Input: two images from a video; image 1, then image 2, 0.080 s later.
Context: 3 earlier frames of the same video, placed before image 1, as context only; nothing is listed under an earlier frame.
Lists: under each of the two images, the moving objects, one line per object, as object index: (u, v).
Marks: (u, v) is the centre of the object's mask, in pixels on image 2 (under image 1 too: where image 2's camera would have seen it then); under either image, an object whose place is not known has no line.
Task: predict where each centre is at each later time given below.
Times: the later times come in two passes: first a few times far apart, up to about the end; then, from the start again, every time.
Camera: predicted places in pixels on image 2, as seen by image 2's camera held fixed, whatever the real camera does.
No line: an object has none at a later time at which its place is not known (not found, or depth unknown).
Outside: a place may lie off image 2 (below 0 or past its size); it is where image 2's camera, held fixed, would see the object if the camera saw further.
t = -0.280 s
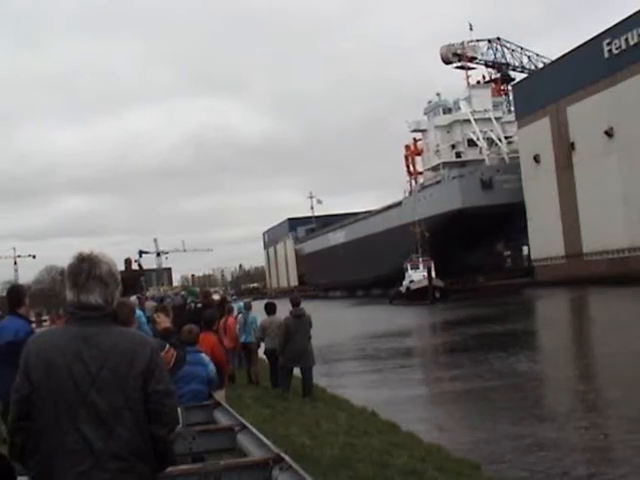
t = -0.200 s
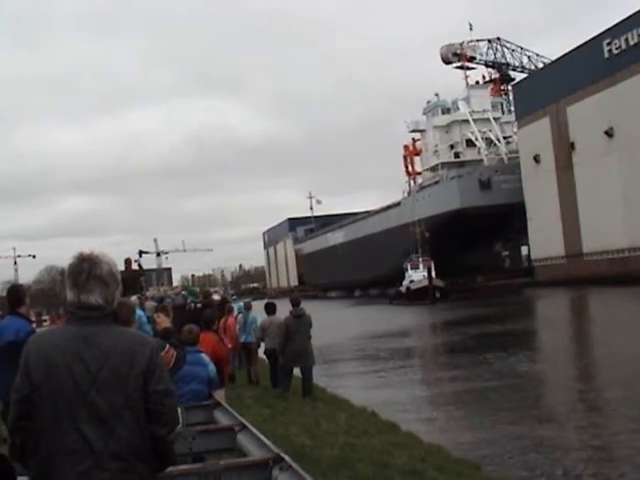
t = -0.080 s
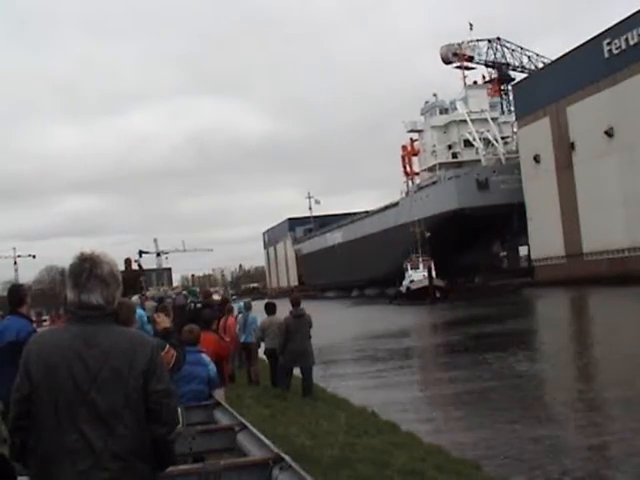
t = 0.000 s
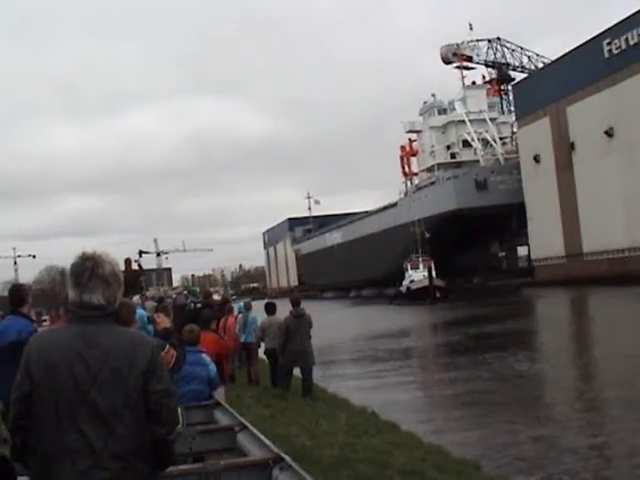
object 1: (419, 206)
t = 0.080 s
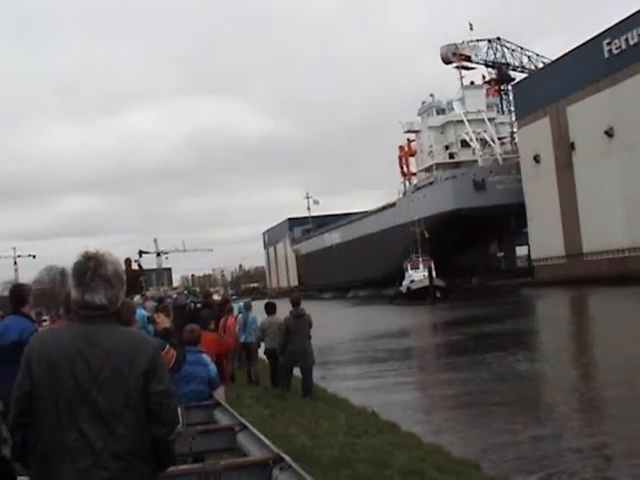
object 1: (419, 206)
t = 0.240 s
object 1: (417, 206)
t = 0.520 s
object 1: (414, 206)
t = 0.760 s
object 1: (412, 206)
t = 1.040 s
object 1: (409, 206)
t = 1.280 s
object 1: (404, 207)
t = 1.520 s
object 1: (400, 208)
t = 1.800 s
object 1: (395, 208)
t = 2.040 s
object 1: (390, 209)
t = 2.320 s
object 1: (385, 208)
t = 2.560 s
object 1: (379, 208)
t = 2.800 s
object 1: (374, 209)
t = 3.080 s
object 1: (369, 210)
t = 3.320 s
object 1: (365, 212)
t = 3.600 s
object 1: (361, 213)
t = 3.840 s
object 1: (356, 214)
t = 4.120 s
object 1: (352, 217)
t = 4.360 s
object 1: (350, 219)
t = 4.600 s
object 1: (347, 221)
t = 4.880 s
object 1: (345, 223)
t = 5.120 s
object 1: (344, 223)
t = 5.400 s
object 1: (344, 224)
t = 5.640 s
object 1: (343, 225)
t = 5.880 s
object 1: (344, 225)
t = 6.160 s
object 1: (346, 226)
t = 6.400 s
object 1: (346, 227)
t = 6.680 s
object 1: (348, 226)
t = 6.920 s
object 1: (350, 226)
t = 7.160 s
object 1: (351, 225)
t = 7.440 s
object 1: (355, 224)
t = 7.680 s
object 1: (355, 225)
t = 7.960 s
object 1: (358, 224)
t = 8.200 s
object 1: (359, 224)
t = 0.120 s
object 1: (418, 206)
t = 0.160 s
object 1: (418, 206)
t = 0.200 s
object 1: (417, 206)
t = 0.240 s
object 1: (417, 206)
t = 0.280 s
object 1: (416, 206)
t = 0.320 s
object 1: (416, 206)
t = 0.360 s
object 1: (415, 206)
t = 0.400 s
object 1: (415, 206)
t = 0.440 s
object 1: (415, 206)
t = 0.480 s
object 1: (414, 206)
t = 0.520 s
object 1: (414, 206)
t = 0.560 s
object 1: (414, 206)
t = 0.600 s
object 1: (413, 206)
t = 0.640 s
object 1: (413, 206)
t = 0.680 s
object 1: (413, 206)
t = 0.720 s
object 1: (412, 206)
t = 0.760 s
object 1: (412, 206)
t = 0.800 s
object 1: (412, 205)
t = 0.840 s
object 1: (411, 206)
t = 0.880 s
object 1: (411, 206)
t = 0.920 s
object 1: (410, 206)
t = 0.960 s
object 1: (409, 206)
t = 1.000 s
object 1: (409, 206)
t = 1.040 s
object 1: (409, 206)
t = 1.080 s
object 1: (408, 206)
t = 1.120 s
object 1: (408, 206)
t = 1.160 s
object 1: (407, 206)
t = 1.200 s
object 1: (405, 207)
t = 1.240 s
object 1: (405, 207)
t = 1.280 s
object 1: (404, 207)
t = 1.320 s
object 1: (404, 207)
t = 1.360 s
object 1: (403, 207)
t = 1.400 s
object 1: (402, 208)
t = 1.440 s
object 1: (403, 207)
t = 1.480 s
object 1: (401, 208)
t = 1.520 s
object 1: (400, 208)
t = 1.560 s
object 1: (399, 208)
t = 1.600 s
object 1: (399, 208)
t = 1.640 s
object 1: (399, 208)
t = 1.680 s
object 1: (398, 208)
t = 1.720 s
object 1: (397, 209)
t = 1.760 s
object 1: (396, 209)
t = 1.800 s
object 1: (395, 208)
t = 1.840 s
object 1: (395, 208)
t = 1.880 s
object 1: (394, 209)
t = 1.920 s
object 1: (393, 209)
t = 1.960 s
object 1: (392, 209)
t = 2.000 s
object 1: (391, 209)
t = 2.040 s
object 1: (390, 209)
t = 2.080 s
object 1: (390, 209)
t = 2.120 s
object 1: (389, 208)
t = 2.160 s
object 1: (389, 208)
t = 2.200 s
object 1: (388, 208)
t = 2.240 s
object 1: (387, 208)
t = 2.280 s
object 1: (385, 208)
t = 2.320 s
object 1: (385, 208)
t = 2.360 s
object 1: (384, 208)
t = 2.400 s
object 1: (383, 208)
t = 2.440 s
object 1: (382, 208)
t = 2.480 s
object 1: (381, 208)
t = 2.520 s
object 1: (380, 208)
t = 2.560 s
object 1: (379, 208)
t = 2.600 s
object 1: (378, 208)
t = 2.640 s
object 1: (377, 208)
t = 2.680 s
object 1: (376, 208)
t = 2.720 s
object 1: (375, 209)
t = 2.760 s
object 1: (374, 209)
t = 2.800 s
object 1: (374, 209)
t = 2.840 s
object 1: (373, 208)
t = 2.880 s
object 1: (372, 209)
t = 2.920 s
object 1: (371, 209)
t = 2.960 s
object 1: (371, 210)
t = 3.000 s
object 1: (370, 210)
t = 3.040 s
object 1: (369, 209)
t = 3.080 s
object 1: (369, 210)
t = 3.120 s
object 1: (368, 210)
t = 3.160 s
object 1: (367, 211)
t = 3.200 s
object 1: (367, 211)
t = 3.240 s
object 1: (366, 212)
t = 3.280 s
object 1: (366, 211)
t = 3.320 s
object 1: (365, 212)
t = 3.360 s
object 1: (364, 212)
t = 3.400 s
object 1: (364, 212)
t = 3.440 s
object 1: (363, 212)
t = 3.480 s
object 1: (363, 213)
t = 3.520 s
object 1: (362, 213)
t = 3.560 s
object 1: (361, 213)
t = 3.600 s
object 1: (361, 213)
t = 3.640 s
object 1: (360, 214)
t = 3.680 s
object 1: (359, 214)
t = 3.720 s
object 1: (359, 214)
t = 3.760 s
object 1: (357, 214)
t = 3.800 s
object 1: (357, 214)
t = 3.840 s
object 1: (356, 214)
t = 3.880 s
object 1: (356, 215)
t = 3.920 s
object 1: (355, 215)
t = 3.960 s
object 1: (355, 216)
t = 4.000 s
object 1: (354, 216)
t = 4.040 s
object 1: (354, 217)
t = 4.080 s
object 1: (353, 217)
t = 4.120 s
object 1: (352, 217)
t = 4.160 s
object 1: (352, 218)
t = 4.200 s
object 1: (352, 218)
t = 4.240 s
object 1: (351, 219)
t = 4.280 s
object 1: (351, 219)
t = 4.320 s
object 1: (350, 219)
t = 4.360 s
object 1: (350, 219)
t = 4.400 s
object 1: (349, 219)
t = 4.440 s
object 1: (349, 220)
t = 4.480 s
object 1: (348, 220)
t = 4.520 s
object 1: (347, 220)
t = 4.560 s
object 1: (347, 221)
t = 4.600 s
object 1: (347, 221)
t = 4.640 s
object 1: (347, 221)
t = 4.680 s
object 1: (346, 222)
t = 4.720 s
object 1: (346, 222)
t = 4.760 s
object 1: (346, 222)
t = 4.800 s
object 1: (346, 222)
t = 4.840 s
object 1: (345, 223)
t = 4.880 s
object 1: (345, 223)
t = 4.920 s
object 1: (345, 223)
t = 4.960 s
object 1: (344, 223)
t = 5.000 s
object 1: (345, 223)
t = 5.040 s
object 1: (344, 223)
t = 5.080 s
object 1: (344, 223)
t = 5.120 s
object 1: (344, 223)
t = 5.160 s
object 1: (344, 224)
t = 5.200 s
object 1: (344, 224)
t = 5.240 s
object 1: (344, 224)
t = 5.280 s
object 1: (344, 224)
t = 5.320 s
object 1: (344, 223)
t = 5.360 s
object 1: (344, 224)
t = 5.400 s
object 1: (344, 224)
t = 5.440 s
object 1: (344, 224)
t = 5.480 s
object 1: (344, 224)
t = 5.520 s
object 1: (344, 225)
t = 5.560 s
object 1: (344, 225)
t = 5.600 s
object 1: (344, 225)
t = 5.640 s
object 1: (343, 225)
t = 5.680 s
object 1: (344, 225)
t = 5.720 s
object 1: (343, 226)
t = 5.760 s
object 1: (344, 225)
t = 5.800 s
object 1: (344, 226)
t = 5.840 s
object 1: (344, 226)
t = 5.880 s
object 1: (344, 225)
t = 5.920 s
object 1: (345, 226)
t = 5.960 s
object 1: (345, 225)
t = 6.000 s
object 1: (345, 226)
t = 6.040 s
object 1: (345, 226)
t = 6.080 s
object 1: (345, 226)
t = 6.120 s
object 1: (346, 226)
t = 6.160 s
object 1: (346, 226)
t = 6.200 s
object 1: (346, 226)
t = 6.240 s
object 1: (346, 226)
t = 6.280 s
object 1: (346, 226)
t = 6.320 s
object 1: (346, 226)
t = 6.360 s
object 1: (346, 227)
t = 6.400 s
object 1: (346, 227)
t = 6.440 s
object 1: (347, 226)
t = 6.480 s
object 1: (347, 226)
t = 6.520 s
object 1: (347, 226)
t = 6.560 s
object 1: (347, 226)
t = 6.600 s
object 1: (348, 226)
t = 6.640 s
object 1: (348, 226)
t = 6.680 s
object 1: (348, 226)
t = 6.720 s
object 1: (348, 226)
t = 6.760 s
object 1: (349, 226)
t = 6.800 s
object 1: (349, 226)
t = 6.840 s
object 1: (349, 226)
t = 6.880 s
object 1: (349, 226)
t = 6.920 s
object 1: (350, 226)
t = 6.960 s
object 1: (350, 226)
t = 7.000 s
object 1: (350, 226)
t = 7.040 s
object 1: (350, 225)
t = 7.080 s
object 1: (350, 226)
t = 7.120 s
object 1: (351, 226)
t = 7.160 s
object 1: (351, 225)
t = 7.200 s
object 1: (352, 226)
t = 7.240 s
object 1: (354, 224)
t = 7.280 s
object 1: (352, 225)
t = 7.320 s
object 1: (353, 225)
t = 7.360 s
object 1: (353, 225)
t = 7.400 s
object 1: (353, 225)
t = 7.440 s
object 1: (355, 224)
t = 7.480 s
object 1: (354, 225)
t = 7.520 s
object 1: (355, 225)
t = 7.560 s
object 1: (355, 225)
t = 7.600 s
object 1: (357, 224)
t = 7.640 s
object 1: (355, 225)
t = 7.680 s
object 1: (355, 225)
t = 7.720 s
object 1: (355, 225)
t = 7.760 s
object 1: (356, 225)
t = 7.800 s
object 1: (356, 225)
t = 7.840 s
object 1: (357, 224)
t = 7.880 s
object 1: (357, 224)
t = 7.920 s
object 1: (358, 224)
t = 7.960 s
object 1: (358, 224)
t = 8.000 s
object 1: (358, 224)
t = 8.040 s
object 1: (358, 225)
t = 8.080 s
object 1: (358, 225)
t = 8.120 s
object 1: (359, 224)
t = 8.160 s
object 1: (359, 225)
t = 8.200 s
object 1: (359, 224)
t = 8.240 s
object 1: (360, 224)
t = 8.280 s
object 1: (360, 224)
